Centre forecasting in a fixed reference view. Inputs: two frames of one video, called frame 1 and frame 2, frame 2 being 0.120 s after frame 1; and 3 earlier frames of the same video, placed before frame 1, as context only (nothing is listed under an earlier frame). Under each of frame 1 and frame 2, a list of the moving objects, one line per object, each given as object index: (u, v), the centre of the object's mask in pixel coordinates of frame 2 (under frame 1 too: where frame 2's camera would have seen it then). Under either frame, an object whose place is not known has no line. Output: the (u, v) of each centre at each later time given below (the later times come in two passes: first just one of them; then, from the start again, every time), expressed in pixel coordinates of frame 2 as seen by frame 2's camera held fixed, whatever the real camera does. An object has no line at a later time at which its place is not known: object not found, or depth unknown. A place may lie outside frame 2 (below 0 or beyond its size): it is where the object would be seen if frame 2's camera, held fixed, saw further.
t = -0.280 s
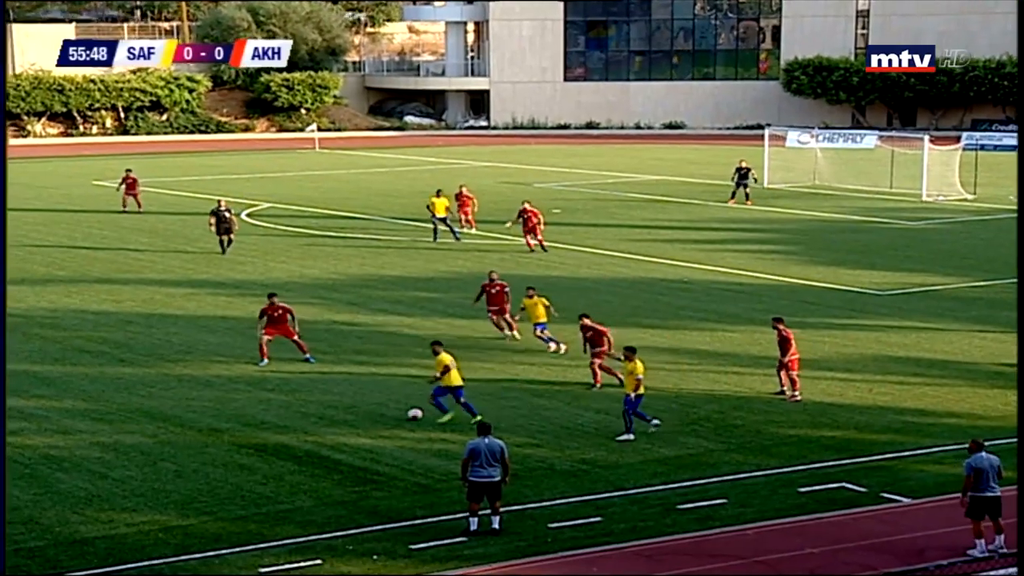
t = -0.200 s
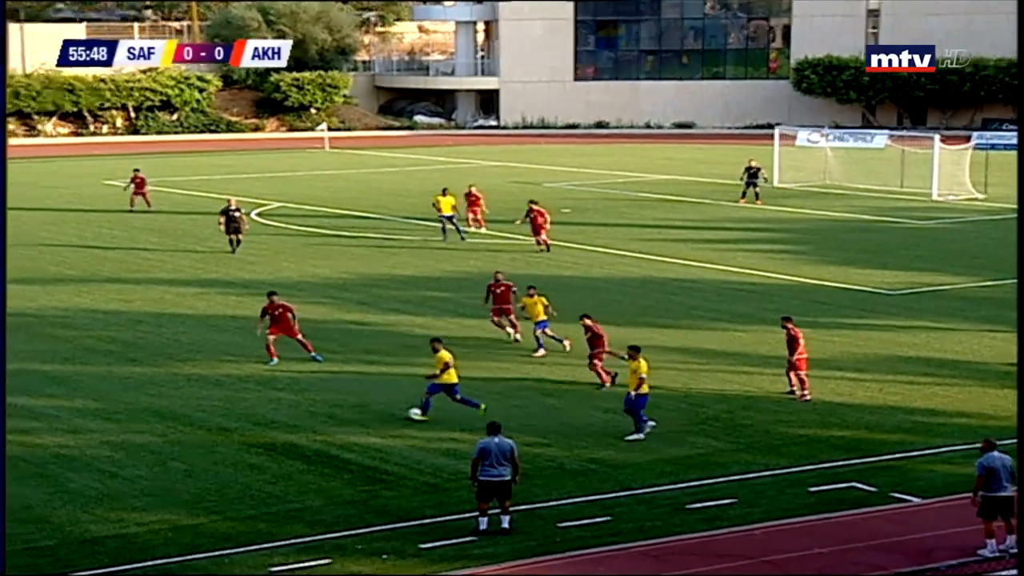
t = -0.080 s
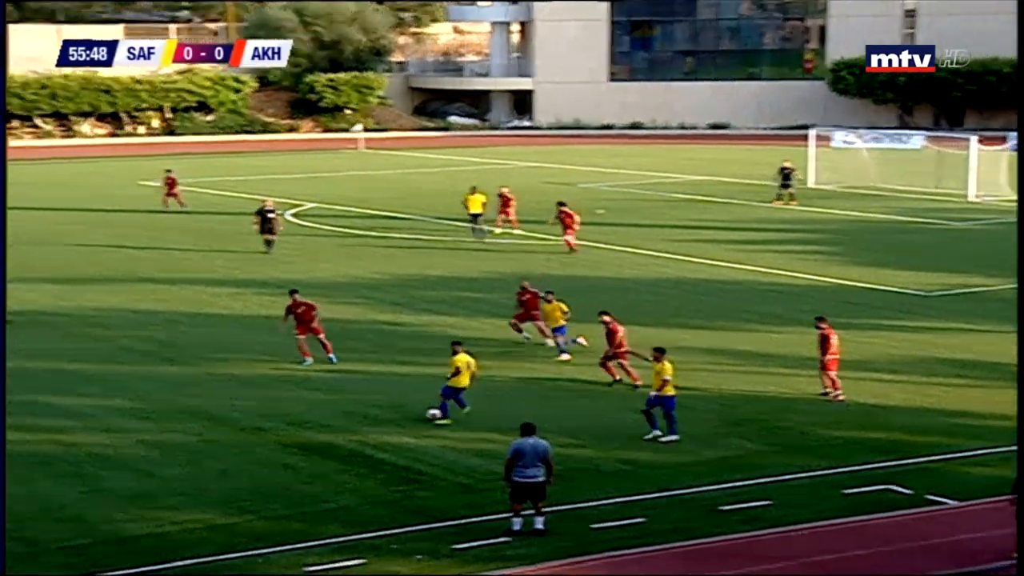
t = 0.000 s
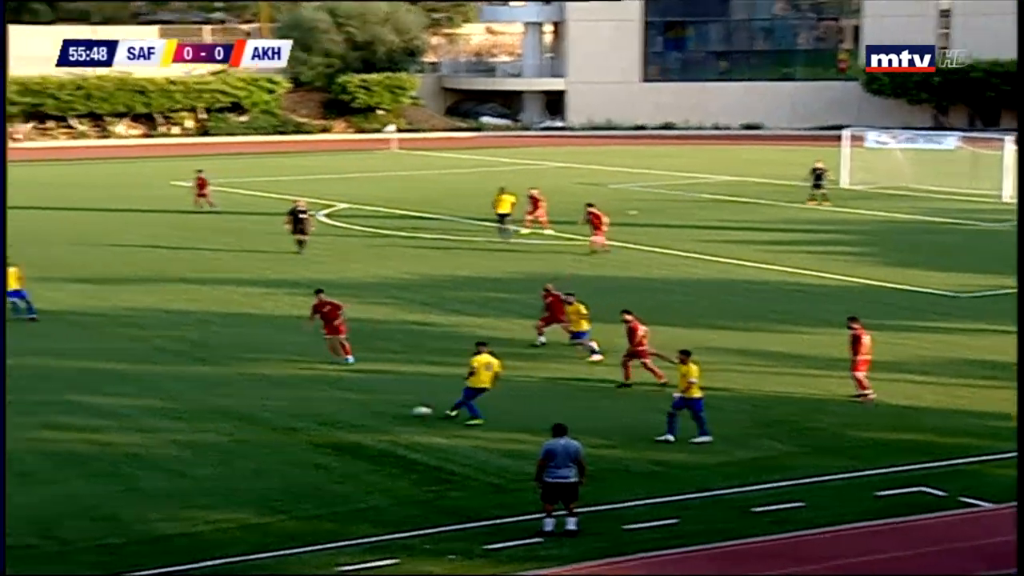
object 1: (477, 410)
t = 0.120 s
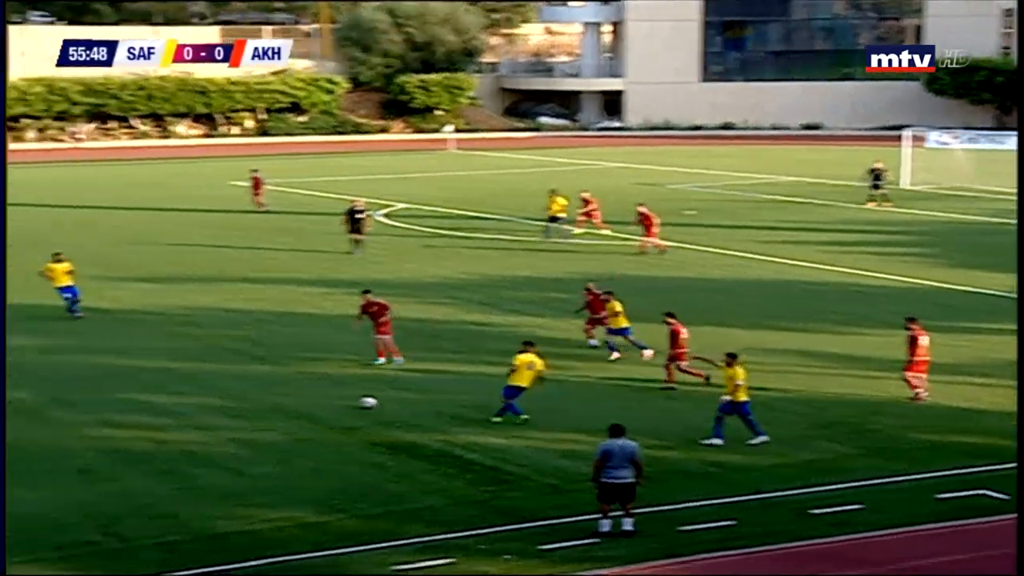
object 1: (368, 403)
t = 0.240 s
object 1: (271, 396)
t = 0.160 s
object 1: (334, 401)
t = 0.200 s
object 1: (302, 398)
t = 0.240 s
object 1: (271, 396)
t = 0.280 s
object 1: (241, 394)
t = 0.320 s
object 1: (213, 393)
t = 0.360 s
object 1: (187, 390)
